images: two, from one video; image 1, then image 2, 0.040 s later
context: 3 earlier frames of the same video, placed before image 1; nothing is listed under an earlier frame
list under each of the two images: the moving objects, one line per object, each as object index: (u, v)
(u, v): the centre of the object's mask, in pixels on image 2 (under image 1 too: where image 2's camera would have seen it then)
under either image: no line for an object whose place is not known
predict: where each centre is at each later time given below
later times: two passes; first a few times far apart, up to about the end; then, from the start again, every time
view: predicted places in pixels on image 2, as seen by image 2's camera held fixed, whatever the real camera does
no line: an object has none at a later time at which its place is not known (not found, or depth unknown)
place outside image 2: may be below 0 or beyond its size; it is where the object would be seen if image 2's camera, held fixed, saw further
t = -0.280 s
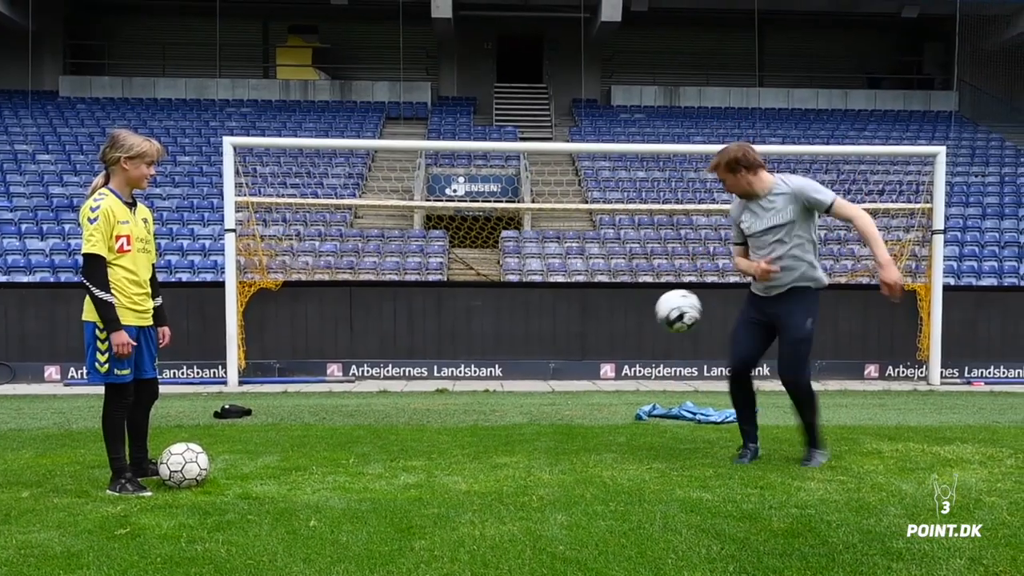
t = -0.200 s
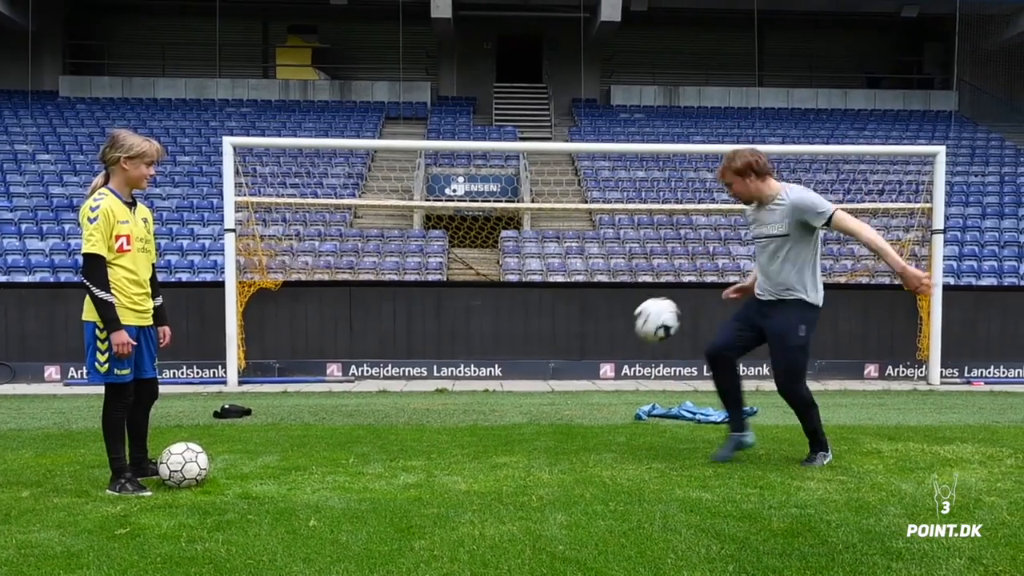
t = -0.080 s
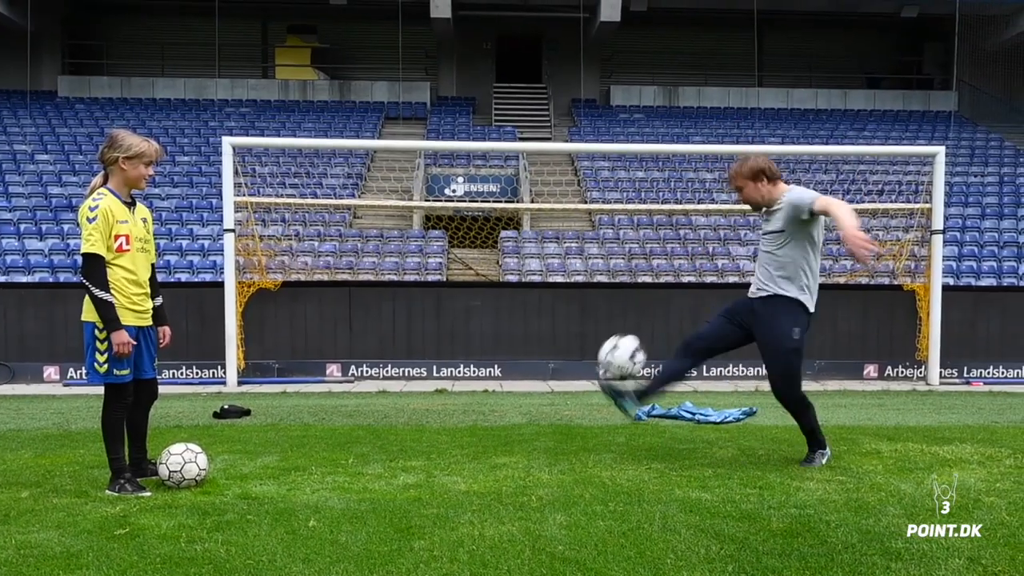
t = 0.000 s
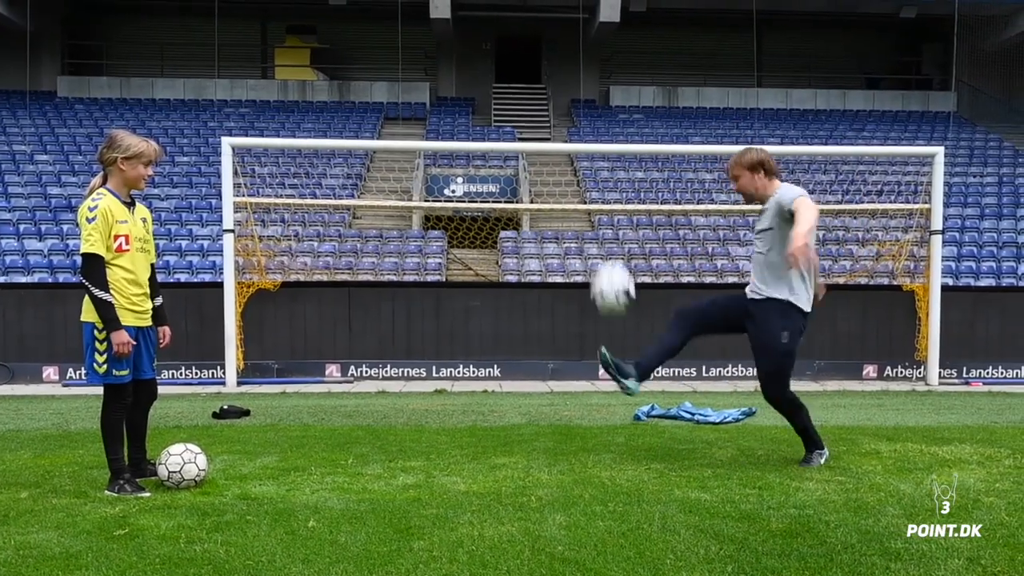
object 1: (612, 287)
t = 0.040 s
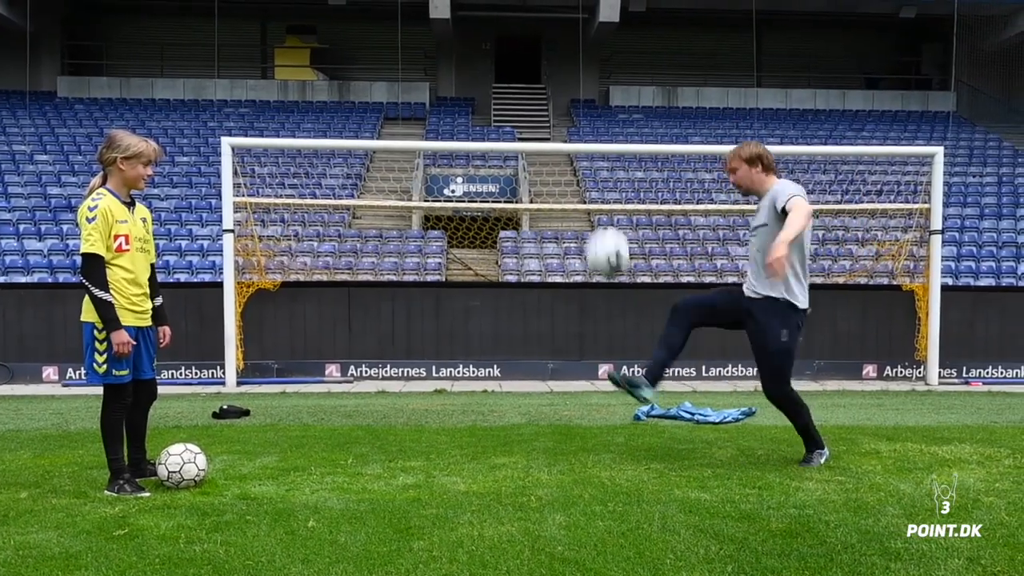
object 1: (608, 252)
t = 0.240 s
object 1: (588, 127)
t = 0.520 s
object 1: (561, 91)
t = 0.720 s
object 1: (540, 157)
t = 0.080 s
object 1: (604, 220)
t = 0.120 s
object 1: (600, 192)
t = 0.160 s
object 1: (596, 168)
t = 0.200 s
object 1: (592, 146)
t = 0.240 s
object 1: (588, 127)
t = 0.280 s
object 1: (585, 113)
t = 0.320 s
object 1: (580, 102)
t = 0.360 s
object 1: (576, 93)
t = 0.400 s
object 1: (572, 87)
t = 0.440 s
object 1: (569, 85)
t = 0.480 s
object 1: (565, 86)
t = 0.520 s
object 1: (561, 91)
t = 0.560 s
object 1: (557, 97)
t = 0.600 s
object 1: (551, 106)
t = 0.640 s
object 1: (548, 120)
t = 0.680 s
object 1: (544, 136)
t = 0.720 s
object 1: (540, 157)
